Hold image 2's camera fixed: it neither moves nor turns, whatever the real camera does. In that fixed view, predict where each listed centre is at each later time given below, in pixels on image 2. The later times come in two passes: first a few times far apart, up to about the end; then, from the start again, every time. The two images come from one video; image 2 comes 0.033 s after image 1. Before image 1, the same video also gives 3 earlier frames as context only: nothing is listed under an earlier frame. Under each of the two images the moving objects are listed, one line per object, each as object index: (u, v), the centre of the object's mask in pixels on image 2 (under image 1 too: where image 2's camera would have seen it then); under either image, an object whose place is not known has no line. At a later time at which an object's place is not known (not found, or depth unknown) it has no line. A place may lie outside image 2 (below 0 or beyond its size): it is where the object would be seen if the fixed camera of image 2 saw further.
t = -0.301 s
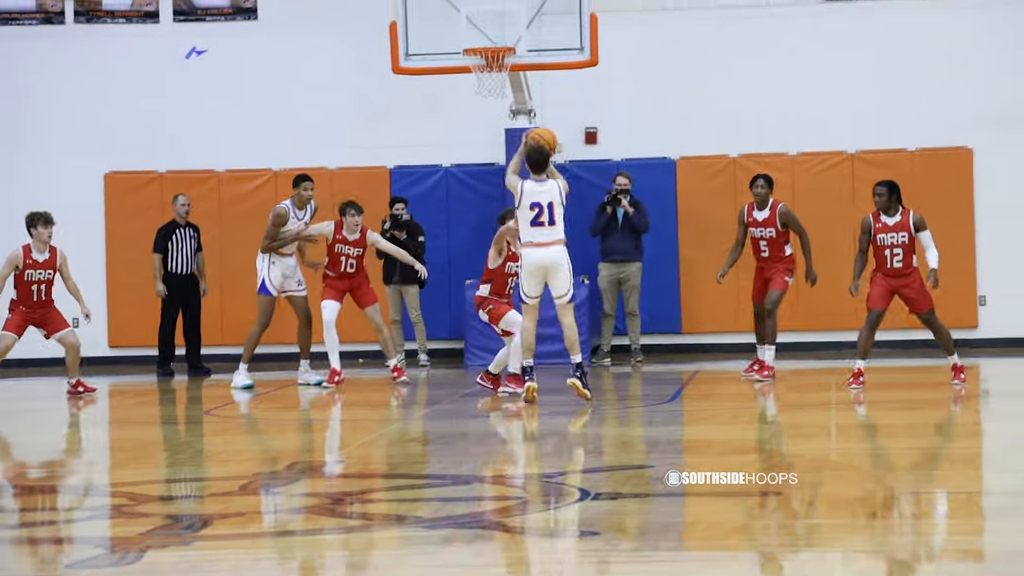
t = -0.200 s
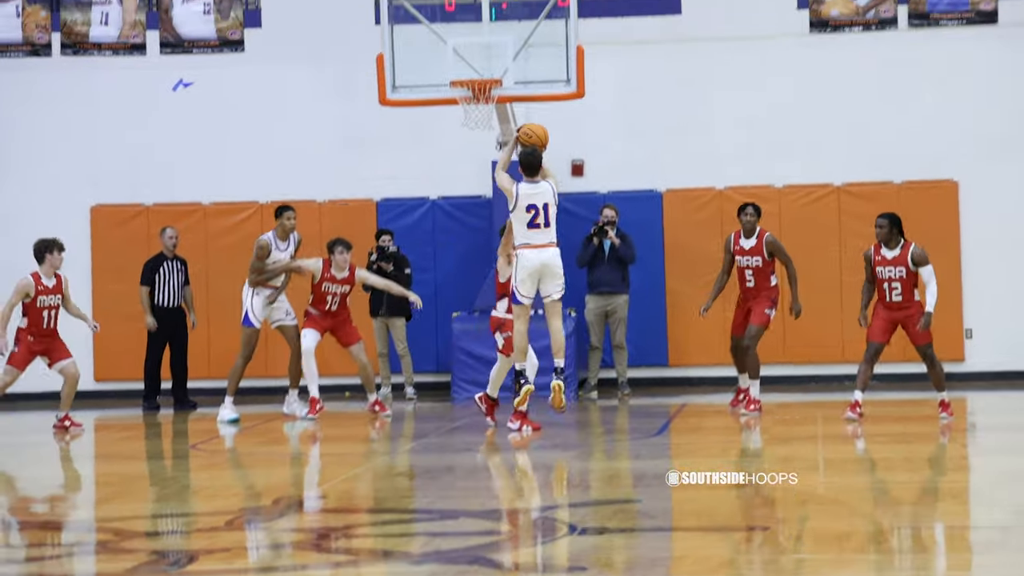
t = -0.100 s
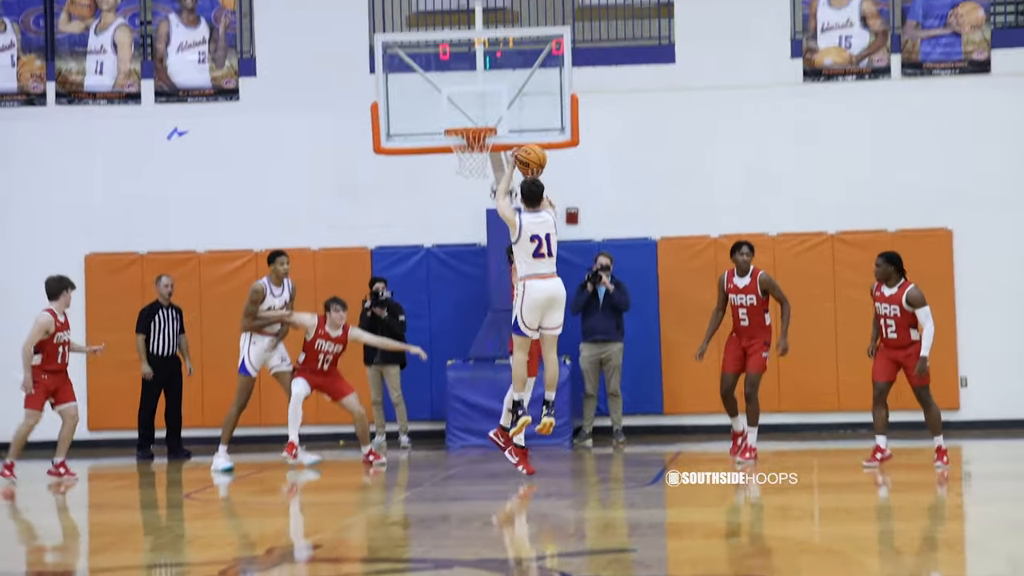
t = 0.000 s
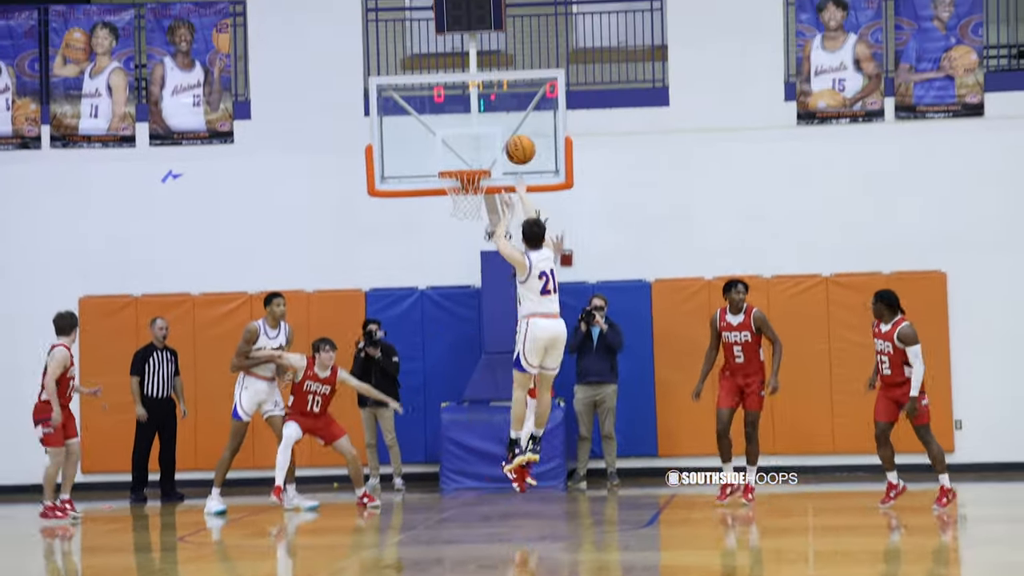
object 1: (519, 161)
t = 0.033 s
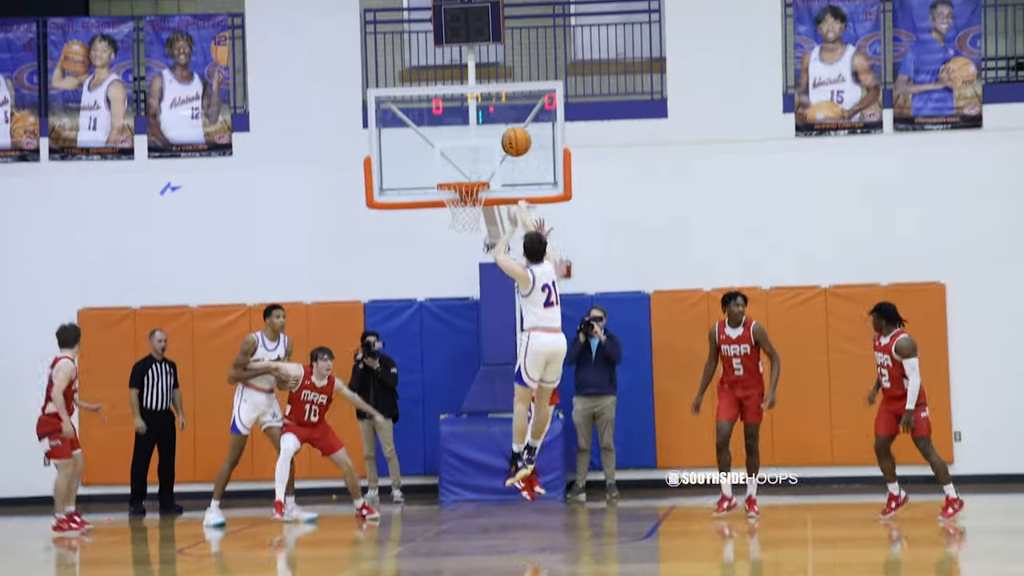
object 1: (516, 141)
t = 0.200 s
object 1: (504, 64)
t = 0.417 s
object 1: (490, 20)
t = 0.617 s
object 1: (480, 29)
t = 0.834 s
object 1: (470, 88)
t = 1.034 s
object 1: (460, 177)
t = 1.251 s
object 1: (459, 264)
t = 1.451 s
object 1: (459, 371)
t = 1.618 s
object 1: (454, 493)
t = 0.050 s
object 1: (515, 132)
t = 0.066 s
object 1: (514, 123)
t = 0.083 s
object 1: (513, 114)
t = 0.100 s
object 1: (511, 106)
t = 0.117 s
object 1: (509, 98)
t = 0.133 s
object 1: (508, 91)
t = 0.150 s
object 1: (507, 83)
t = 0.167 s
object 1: (506, 77)
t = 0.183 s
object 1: (505, 70)
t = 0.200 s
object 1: (504, 64)
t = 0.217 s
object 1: (502, 58)
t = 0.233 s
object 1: (502, 53)
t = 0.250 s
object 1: (501, 48)
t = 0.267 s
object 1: (500, 44)
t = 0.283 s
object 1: (498, 40)
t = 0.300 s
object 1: (498, 36)
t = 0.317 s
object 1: (496, 33)
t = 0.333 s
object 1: (495, 30)
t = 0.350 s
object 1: (494, 27)
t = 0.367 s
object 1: (493, 25)
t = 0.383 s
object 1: (492, 23)
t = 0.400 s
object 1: (491, 21)
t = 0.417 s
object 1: (490, 20)
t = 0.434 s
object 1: (489, 19)
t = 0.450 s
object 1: (488, 18)
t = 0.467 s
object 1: (488, 18)
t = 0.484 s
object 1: (487, 18)
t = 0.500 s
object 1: (486, 18)
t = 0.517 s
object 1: (485, 19)
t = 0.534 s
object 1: (484, 19)
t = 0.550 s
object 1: (483, 21)
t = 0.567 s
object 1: (482, 23)
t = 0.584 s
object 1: (481, 24)
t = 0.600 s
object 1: (480, 27)
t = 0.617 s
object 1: (480, 29)
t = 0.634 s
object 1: (479, 31)
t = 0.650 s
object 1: (478, 34)
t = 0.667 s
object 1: (477, 38)
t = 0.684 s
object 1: (476, 42)
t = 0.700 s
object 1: (476, 46)
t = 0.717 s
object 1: (475, 50)
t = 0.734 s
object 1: (474, 54)
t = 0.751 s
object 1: (473, 59)
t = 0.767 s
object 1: (473, 65)
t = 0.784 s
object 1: (472, 69)
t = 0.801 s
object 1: (471, 76)
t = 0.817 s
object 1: (470, 82)
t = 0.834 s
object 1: (470, 88)
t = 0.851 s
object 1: (469, 94)
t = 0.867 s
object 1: (469, 101)
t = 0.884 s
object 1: (467, 108)
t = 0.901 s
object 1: (467, 115)
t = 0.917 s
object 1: (466, 123)
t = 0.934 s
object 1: (465, 130)
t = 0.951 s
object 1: (464, 139)
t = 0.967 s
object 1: (464, 147)
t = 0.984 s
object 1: (463, 155)
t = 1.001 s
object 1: (463, 164)
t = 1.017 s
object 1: (462, 172)
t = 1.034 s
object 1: (460, 177)
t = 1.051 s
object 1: (460, 192)
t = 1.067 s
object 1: (460, 197)
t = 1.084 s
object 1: (460, 206)
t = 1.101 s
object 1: (460, 211)
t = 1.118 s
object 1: (460, 220)
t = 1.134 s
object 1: (460, 222)
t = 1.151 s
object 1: (459, 227)
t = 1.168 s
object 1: (459, 232)
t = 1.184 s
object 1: (459, 238)
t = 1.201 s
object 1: (459, 244)
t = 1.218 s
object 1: (459, 250)
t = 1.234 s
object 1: (459, 257)
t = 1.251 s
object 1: (459, 264)
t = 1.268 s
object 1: (459, 272)
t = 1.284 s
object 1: (459, 279)
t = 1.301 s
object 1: (459, 287)
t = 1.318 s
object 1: (459, 296)
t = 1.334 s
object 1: (459, 305)
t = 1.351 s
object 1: (459, 313)
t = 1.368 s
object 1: (459, 322)
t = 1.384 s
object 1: (459, 331)
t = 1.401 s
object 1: (459, 341)
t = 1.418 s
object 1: (459, 351)
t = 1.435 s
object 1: (459, 361)
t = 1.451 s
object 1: (459, 371)
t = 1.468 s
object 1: (459, 382)
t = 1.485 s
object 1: (459, 393)
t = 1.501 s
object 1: (459, 404)
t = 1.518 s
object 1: (458, 416)
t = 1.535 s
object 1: (456, 428)
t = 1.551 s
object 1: (454, 439)
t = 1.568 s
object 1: (453, 453)
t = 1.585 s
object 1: (453, 466)
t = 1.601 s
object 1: (454, 479)
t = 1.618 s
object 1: (454, 493)
